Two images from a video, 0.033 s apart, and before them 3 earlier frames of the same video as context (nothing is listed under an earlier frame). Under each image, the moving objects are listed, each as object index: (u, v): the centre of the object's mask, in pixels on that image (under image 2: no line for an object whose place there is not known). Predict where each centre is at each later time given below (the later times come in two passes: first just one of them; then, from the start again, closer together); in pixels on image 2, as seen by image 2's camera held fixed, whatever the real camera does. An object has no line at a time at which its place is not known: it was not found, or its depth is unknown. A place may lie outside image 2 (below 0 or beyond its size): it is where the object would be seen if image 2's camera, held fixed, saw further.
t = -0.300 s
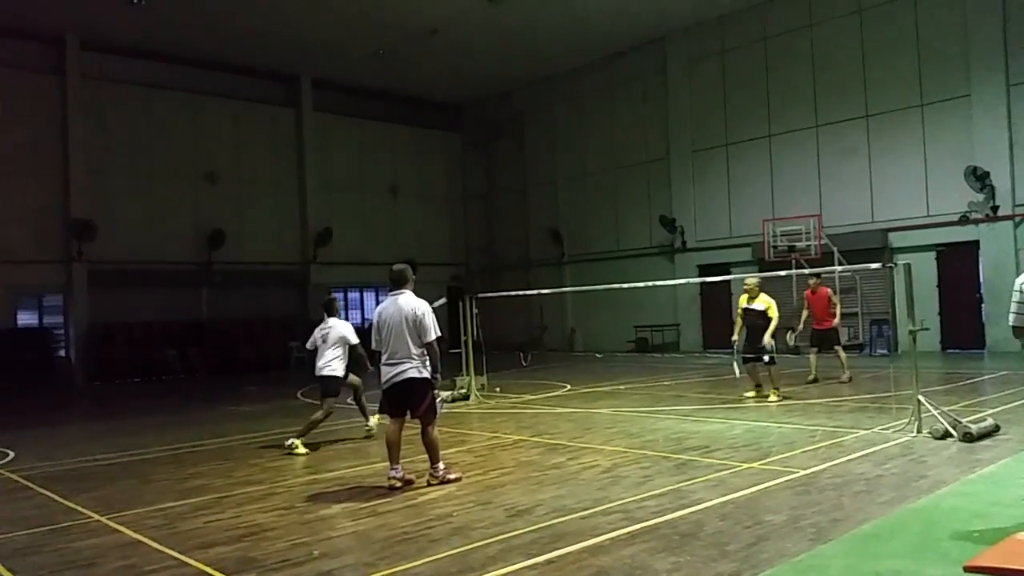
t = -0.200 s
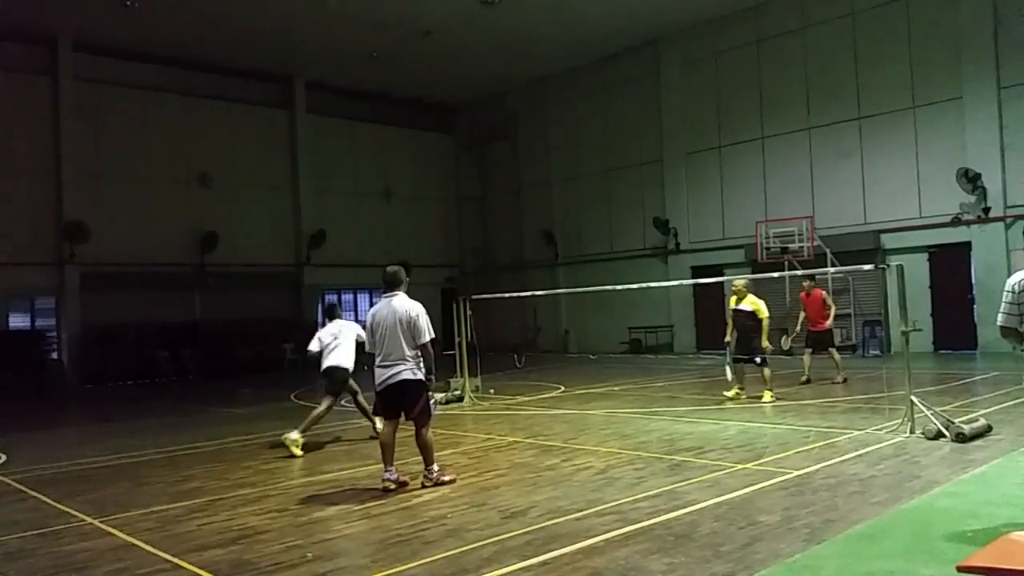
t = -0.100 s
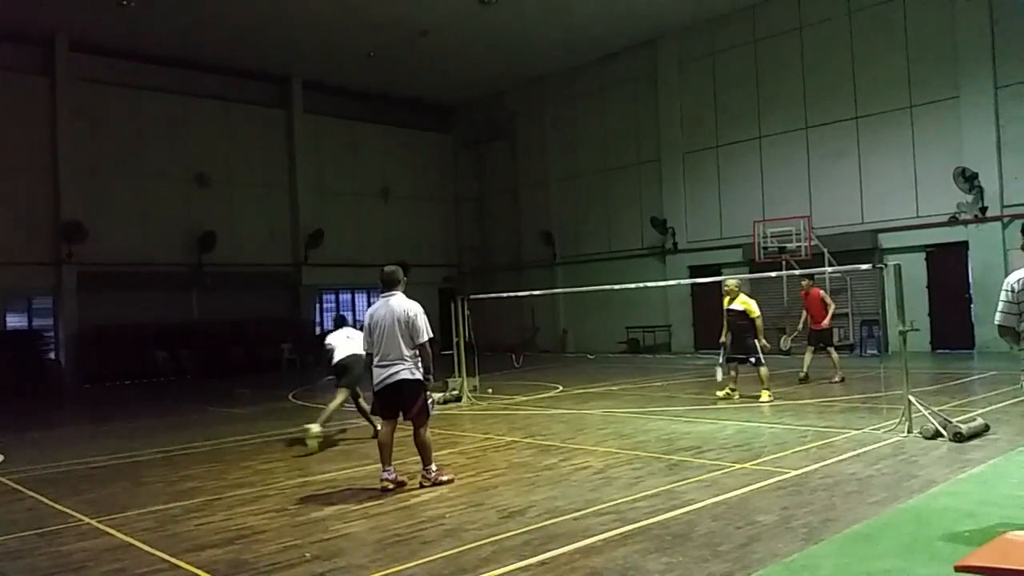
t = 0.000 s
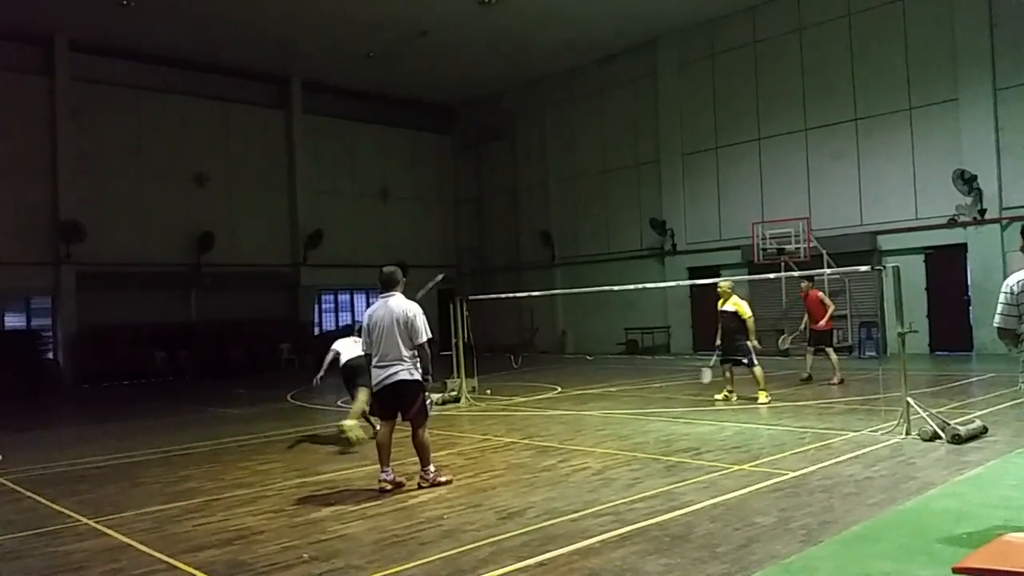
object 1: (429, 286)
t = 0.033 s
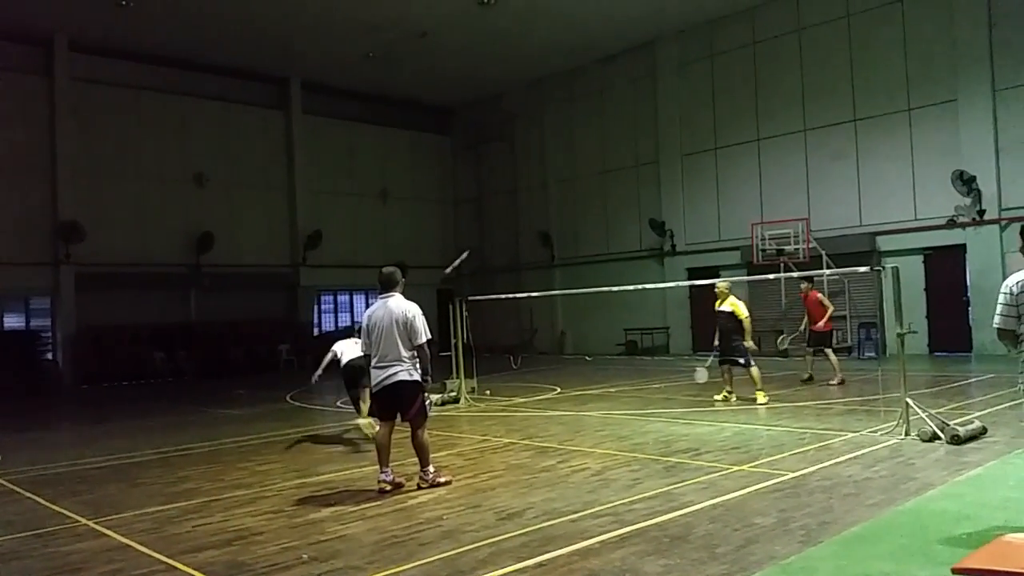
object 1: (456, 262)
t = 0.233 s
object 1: (564, 172)
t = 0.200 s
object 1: (551, 181)
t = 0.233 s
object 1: (564, 172)
